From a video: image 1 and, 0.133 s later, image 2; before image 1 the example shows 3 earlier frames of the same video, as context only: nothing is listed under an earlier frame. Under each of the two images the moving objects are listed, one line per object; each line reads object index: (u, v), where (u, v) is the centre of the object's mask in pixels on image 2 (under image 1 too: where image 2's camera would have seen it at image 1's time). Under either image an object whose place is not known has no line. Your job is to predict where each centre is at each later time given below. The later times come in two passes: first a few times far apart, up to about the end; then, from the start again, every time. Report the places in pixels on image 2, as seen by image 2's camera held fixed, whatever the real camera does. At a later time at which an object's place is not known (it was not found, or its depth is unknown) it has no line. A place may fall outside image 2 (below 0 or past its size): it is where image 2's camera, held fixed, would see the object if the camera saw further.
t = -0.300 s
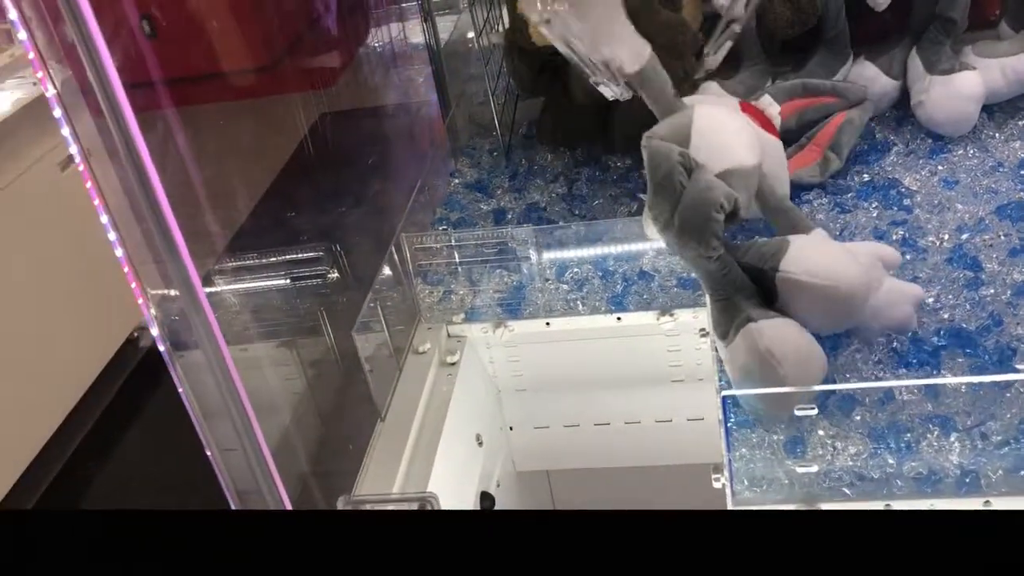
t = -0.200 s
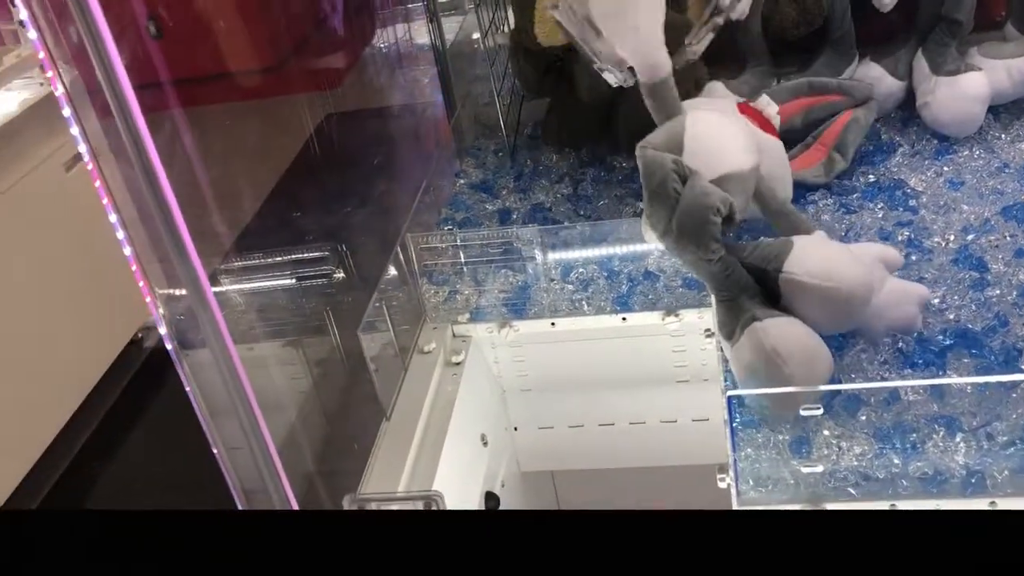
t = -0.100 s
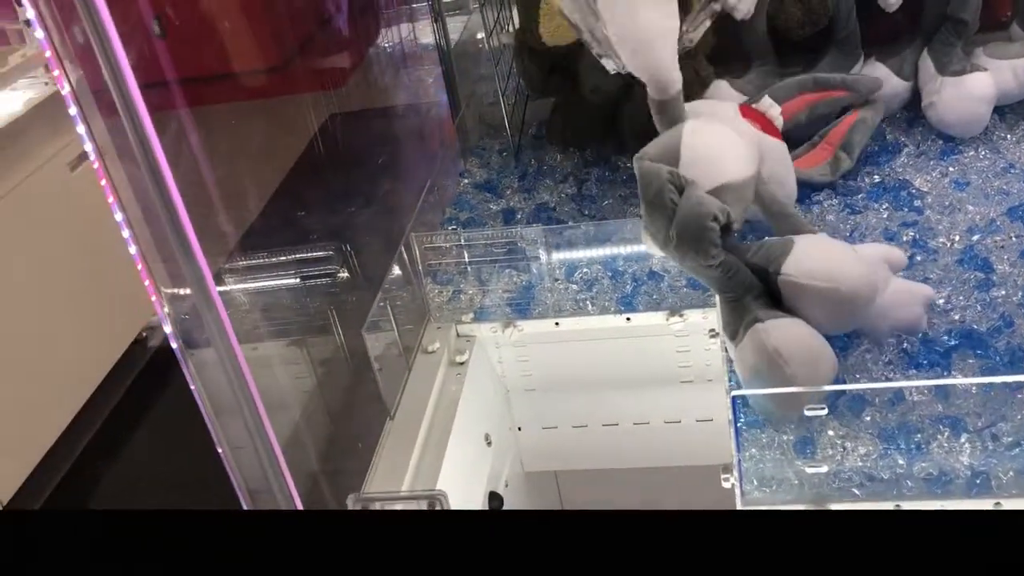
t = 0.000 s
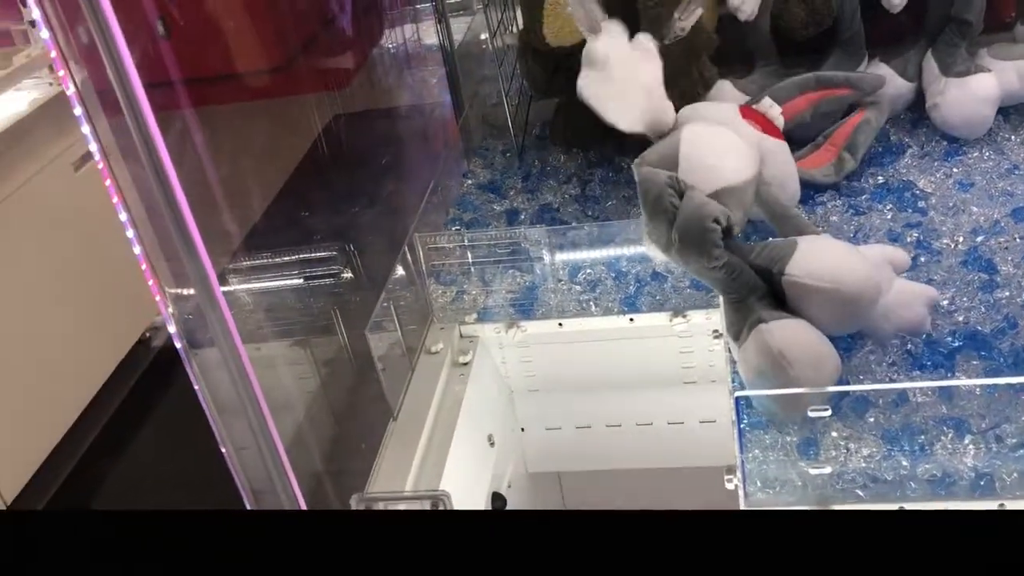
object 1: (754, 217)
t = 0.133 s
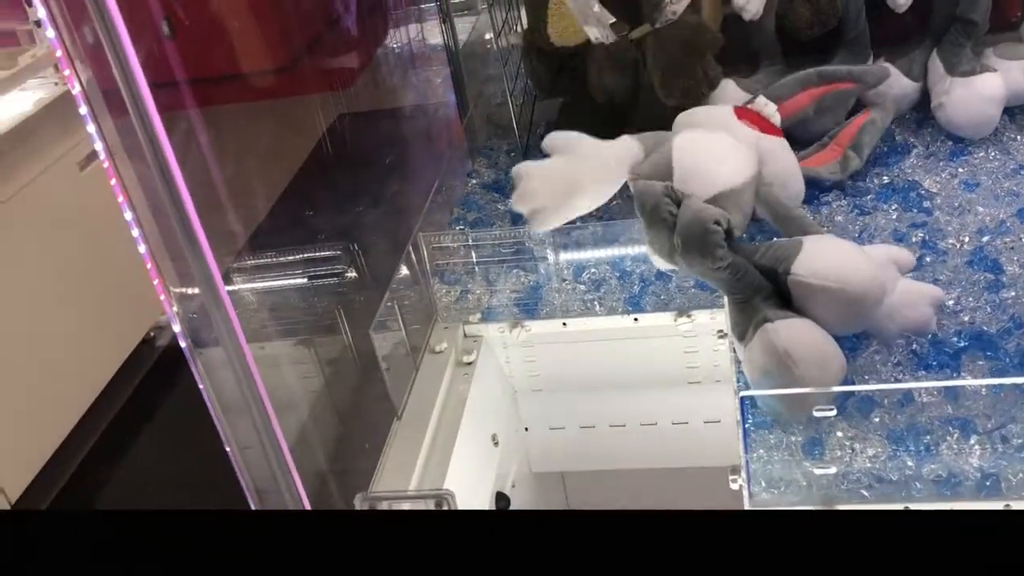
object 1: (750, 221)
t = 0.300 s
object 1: (747, 245)
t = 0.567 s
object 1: (748, 238)
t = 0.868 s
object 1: (748, 237)
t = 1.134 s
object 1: (749, 238)
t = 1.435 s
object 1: (748, 241)
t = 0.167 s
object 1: (738, 232)
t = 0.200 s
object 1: (733, 242)
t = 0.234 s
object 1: (741, 240)
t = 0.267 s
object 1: (743, 243)
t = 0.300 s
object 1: (747, 245)
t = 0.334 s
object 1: (747, 247)
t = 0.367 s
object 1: (745, 250)
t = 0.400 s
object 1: (741, 255)
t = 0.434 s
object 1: (741, 256)
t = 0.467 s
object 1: (747, 250)
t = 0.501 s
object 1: (747, 250)
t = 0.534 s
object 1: (750, 238)
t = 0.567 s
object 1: (748, 238)
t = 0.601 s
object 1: (747, 237)
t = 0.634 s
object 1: (747, 236)
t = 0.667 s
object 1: (747, 237)
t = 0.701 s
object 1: (747, 236)
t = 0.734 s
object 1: (748, 236)
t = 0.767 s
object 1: (748, 236)
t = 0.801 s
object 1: (748, 237)
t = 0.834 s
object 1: (748, 237)
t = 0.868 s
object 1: (748, 237)
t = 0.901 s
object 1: (748, 238)
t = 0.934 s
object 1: (749, 238)
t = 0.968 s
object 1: (749, 238)
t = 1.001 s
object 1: (749, 237)
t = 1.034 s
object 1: (748, 238)
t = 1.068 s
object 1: (749, 237)
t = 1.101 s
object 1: (749, 237)
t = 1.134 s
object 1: (749, 238)
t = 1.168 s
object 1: (748, 238)
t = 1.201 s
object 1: (748, 238)
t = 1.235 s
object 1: (749, 239)
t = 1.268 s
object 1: (749, 239)
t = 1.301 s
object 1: (749, 239)
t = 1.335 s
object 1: (749, 239)
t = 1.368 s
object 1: (748, 240)
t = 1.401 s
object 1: (749, 236)
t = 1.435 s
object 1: (748, 241)
